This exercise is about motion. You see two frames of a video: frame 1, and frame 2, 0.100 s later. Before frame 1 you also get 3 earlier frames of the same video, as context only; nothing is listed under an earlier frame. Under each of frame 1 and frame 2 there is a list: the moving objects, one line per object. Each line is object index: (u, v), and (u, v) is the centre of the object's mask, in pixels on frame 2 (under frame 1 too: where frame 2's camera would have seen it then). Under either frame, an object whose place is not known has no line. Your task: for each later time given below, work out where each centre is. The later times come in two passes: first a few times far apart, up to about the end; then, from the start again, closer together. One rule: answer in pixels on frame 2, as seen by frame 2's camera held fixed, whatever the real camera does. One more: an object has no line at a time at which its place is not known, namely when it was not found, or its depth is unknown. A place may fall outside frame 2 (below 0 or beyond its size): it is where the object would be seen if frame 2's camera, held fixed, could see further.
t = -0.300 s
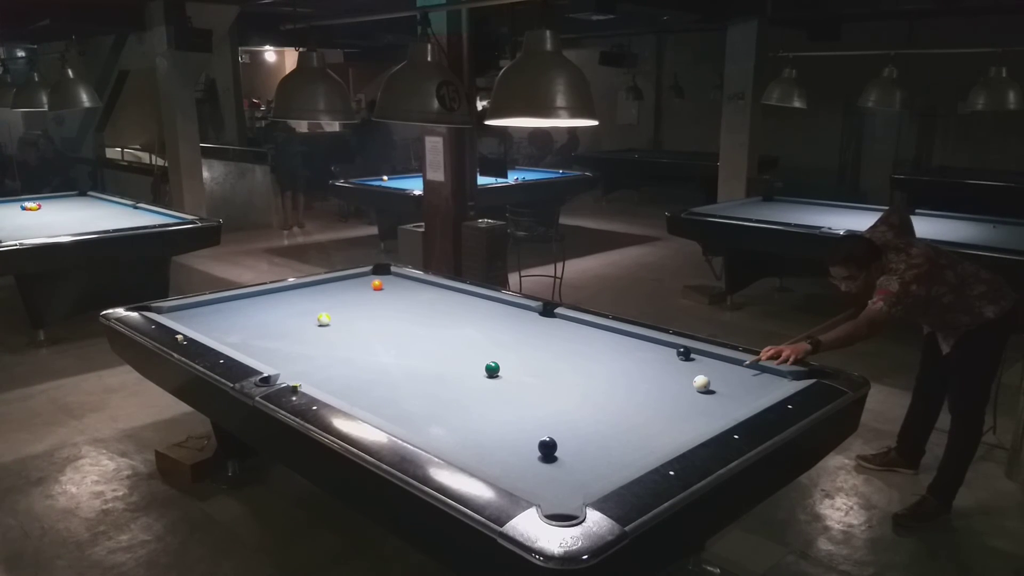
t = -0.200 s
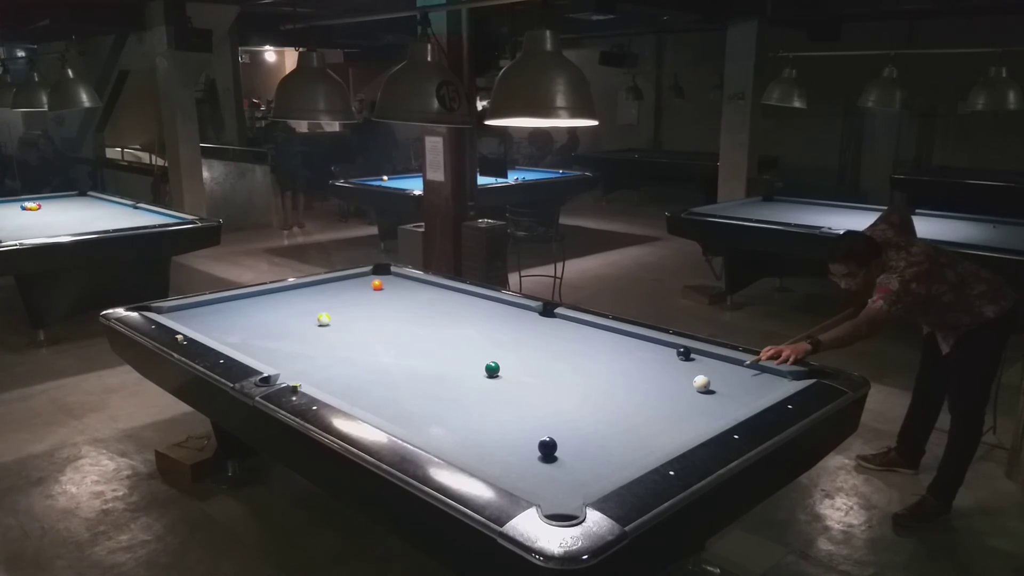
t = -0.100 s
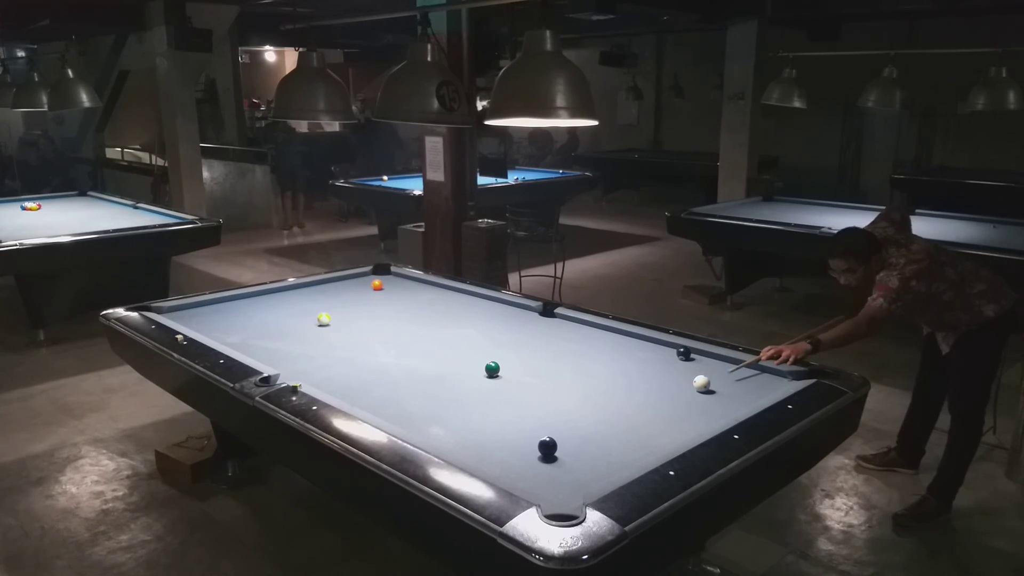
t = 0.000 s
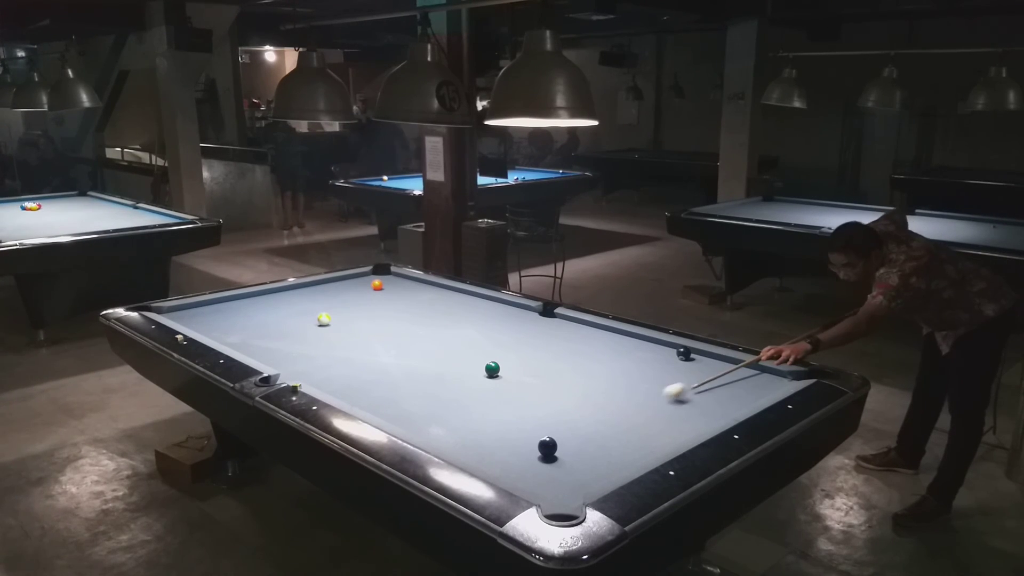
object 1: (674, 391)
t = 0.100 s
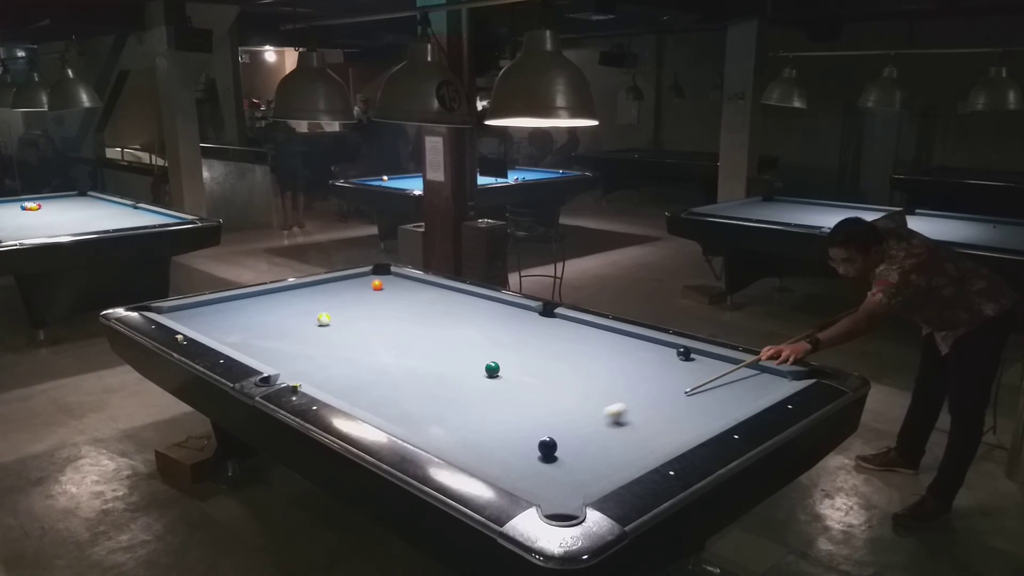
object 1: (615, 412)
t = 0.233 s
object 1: (533, 438)
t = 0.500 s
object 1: (443, 428)
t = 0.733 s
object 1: (440, 398)
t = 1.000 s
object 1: (438, 369)
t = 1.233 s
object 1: (436, 349)
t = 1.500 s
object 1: (434, 330)
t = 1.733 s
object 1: (432, 315)
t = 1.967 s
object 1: (431, 303)
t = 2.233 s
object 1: (429, 291)
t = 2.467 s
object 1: (424, 283)
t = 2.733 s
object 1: (402, 282)
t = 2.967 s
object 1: (384, 280)
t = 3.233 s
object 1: (364, 279)
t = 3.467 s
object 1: (347, 279)
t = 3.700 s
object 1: (339, 279)
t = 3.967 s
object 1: (339, 281)
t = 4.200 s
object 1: (339, 283)
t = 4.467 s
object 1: (340, 285)
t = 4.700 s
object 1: (340, 286)
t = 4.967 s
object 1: (340, 287)
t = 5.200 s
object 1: (341, 288)
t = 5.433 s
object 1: (341, 288)
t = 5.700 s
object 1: (341, 288)
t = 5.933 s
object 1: (341, 289)
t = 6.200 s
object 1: (341, 289)
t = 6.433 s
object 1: (341, 289)
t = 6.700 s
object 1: (341, 288)
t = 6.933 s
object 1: (341, 289)
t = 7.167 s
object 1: (341, 289)
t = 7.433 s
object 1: (341, 289)
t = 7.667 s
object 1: (341, 289)
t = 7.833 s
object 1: (341, 289)
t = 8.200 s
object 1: (343, 288)
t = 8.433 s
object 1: (341, 288)
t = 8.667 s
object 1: (341, 288)
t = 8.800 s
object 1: (341, 288)
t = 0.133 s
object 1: (595, 420)
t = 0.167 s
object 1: (575, 427)
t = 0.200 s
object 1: (556, 433)
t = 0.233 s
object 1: (533, 438)
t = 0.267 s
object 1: (513, 439)
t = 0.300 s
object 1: (494, 441)
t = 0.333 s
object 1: (474, 443)
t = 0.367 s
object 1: (456, 444)
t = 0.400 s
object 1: (444, 441)
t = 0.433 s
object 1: (444, 438)
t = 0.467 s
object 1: (443, 433)
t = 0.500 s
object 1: (443, 428)
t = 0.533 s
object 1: (443, 423)
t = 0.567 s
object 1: (442, 419)
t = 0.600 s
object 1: (442, 415)
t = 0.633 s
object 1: (441, 410)
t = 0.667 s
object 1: (441, 406)
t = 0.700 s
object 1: (441, 402)
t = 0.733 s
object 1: (440, 398)
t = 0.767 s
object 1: (440, 394)
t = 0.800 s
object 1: (440, 390)
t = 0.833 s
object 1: (439, 386)
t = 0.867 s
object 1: (439, 383)
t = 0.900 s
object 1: (439, 379)
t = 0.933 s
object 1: (438, 376)
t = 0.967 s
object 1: (438, 373)
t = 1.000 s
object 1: (438, 369)
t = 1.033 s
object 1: (438, 366)
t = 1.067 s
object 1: (437, 363)
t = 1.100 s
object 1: (437, 360)
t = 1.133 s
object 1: (437, 357)
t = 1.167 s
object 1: (437, 355)
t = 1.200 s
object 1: (436, 352)
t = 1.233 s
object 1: (436, 349)
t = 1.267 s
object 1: (436, 347)
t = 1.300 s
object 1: (435, 344)
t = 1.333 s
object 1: (435, 342)
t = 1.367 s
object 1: (435, 339)
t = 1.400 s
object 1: (435, 337)
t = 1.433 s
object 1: (435, 334)
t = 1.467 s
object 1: (434, 332)
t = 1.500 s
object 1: (434, 330)
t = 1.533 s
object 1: (434, 328)
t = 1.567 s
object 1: (433, 325)
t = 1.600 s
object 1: (433, 323)
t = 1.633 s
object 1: (433, 321)
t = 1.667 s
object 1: (433, 319)
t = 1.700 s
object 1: (433, 317)
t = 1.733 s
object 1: (432, 315)
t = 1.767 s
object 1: (432, 313)
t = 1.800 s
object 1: (432, 312)
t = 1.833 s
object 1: (432, 310)
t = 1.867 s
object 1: (431, 308)
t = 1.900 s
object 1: (431, 306)
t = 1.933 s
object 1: (431, 305)
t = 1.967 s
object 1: (431, 303)
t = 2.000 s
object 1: (431, 301)
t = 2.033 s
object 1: (430, 300)
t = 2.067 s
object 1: (430, 298)
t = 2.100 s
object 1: (430, 296)
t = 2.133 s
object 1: (430, 295)
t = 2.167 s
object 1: (429, 293)
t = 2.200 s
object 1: (429, 292)
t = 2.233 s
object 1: (429, 291)
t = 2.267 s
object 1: (429, 289)
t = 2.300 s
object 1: (429, 288)
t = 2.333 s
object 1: (429, 286)
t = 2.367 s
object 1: (429, 285)
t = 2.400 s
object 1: (428, 284)
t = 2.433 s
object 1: (427, 283)
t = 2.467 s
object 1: (424, 283)
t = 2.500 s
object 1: (421, 283)
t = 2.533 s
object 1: (418, 282)
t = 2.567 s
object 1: (415, 282)
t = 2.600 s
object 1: (412, 282)
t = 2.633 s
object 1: (410, 282)
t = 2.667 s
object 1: (407, 282)
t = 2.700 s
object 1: (404, 282)
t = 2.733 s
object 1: (402, 282)
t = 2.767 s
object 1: (399, 281)
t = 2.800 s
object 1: (396, 281)
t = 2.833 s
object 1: (394, 281)
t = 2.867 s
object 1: (391, 281)
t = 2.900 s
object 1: (388, 281)
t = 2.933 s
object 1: (386, 281)
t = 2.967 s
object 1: (384, 280)
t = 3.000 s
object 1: (382, 279)
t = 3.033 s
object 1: (379, 279)
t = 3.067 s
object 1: (375, 278)
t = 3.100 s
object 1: (373, 279)
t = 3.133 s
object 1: (370, 279)
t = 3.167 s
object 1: (368, 279)
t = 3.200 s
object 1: (366, 280)
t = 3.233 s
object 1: (364, 279)
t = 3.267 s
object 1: (361, 279)
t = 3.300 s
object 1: (359, 279)
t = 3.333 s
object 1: (357, 279)
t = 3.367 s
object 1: (354, 279)
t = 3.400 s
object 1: (352, 279)
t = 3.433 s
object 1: (350, 279)
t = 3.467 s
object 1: (347, 279)
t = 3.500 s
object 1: (345, 279)
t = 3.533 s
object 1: (343, 279)
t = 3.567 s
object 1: (341, 278)
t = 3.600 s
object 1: (339, 278)
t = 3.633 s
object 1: (339, 279)
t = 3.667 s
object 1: (339, 279)
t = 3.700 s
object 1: (339, 279)
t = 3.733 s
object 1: (339, 280)
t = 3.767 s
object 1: (339, 280)
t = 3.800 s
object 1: (339, 280)
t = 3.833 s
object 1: (339, 280)
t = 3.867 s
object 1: (339, 281)
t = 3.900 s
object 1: (339, 281)
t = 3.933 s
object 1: (339, 281)
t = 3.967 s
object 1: (339, 281)
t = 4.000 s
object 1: (339, 282)
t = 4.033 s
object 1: (339, 282)
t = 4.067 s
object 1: (339, 282)
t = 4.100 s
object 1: (339, 282)
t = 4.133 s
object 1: (339, 282)
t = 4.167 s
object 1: (339, 283)
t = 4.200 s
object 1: (339, 283)
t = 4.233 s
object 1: (339, 283)
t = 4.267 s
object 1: (339, 283)
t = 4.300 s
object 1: (340, 284)
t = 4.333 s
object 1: (339, 284)
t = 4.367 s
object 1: (340, 284)
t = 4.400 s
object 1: (340, 284)
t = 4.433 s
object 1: (340, 284)
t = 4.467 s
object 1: (340, 285)
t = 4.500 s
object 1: (340, 285)
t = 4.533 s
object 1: (340, 285)
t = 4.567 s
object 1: (340, 285)
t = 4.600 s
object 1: (340, 285)
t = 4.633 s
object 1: (340, 286)
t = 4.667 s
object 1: (340, 286)
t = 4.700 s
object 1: (340, 286)
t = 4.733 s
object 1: (340, 286)
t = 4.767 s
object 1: (340, 286)
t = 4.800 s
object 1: (340, 286)
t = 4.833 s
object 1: (340, 286)
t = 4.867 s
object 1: (340, 287)
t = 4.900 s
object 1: (340, 287)
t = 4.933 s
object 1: (340, 287)
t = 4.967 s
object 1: (340, 287)
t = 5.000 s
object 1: (340, 287)
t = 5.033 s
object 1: (340, 287)
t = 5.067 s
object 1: (340, 287)
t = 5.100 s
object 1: (341, 287)
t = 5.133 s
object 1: (341, 288)
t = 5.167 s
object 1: (341, 288)
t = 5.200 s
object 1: (341, 288)
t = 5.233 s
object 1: (341, 288)
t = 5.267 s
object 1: (341, 288)
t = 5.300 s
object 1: (341, 288)
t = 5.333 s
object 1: (341, 288)
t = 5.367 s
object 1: (341, 288)
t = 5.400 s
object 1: (341, 288)
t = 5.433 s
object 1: (341, 288)
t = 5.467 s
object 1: (341, 288)
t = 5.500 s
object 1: (341, 288)
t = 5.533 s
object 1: (341, 288)
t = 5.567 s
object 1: (341, 288)
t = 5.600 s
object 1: (341, 288)
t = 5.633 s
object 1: (341, 288)
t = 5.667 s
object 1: (341, 288)
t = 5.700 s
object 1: (341, 288)
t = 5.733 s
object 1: (341, 289)
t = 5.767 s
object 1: (341, 289)
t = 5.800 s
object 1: (341, 289)
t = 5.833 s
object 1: (341, 289)
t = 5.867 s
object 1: (341, 289)
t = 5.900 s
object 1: (341, 289)
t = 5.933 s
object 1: (341, 289)
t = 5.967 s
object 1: (341, 289)
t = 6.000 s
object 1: (341, 289)
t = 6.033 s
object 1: (341, 288)
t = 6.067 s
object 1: (341, 289)
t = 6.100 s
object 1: (341, 289)
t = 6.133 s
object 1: (341, 289)
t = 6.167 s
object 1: (341, 289)
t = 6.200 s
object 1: (341, 289)
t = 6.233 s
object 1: (341, 289)
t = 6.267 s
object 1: (341, 289)
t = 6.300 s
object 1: (341, 289)
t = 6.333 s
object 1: (341, 289)
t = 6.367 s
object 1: (341, 289)
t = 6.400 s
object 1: (341, 289)
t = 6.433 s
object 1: (341, 289)
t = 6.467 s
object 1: (341, 289)
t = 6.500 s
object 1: (341, 289)
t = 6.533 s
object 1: (341, 289)
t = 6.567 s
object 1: (341, 288)
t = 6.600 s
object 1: (341, 289)
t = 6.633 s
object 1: (341, 289)
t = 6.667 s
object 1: (341, 289)
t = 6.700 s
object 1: (341, 288)
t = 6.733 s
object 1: (341, 289)
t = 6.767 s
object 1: (341, 289)
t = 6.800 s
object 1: (341, 289)
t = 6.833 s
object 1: (341, 289)
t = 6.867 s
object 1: (341, 288)
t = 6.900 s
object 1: (341, 289)
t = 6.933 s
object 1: (341, 289)
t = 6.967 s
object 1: (341, 289)
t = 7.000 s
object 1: (341, 289)
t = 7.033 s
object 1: (341, 288)
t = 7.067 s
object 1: (341, 288)
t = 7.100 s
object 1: (341, 289)
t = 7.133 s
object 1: (341, 289)
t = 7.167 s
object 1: (341, 289)
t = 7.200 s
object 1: (341, 289)
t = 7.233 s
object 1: (341, 289)
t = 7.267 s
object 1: (341, 289)
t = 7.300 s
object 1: (341, 289)
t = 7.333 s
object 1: (341, 289)
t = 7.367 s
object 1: (341, 288)
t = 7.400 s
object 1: (341, 289)
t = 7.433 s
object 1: (341, 289)
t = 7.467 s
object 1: (341, 289)
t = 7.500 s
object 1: (341, 289)
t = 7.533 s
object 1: (341, 289)
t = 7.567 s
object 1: (341, 289)
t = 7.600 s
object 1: (341, 289)
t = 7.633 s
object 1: (341, 289)
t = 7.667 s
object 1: (341, 289)
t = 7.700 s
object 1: (341, 289)
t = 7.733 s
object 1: (341, 289)
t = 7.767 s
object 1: (341, 289)
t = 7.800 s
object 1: (341, 289)
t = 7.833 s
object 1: (341, 289)
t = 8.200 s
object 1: (343, 288)
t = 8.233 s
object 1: (342, 289)
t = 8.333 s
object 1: (341, 288)
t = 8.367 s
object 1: (342, 288)
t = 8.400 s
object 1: (342, 288)
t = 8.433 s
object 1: (341, 288)
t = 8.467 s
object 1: (341, 288)
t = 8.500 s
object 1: (341, 288)
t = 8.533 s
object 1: (341, 288)
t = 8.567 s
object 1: (341, 288)
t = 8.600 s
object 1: (341, 289)
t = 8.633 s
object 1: (341, 288)
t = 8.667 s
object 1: (341, 288)
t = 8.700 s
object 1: (341, 288)
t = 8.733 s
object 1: (341, 288)
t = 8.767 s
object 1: (341, 288)
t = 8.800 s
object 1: (341, 288)
